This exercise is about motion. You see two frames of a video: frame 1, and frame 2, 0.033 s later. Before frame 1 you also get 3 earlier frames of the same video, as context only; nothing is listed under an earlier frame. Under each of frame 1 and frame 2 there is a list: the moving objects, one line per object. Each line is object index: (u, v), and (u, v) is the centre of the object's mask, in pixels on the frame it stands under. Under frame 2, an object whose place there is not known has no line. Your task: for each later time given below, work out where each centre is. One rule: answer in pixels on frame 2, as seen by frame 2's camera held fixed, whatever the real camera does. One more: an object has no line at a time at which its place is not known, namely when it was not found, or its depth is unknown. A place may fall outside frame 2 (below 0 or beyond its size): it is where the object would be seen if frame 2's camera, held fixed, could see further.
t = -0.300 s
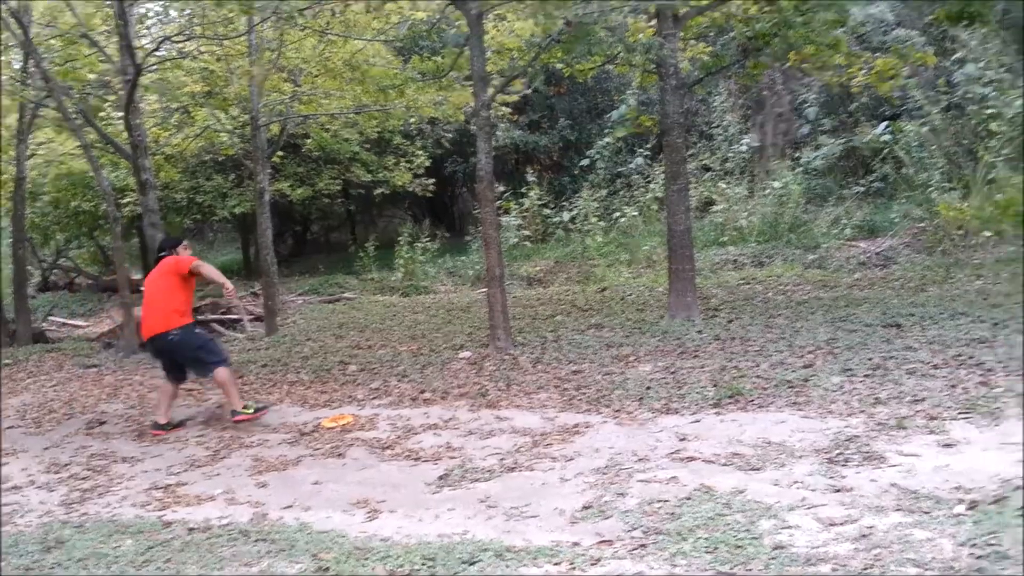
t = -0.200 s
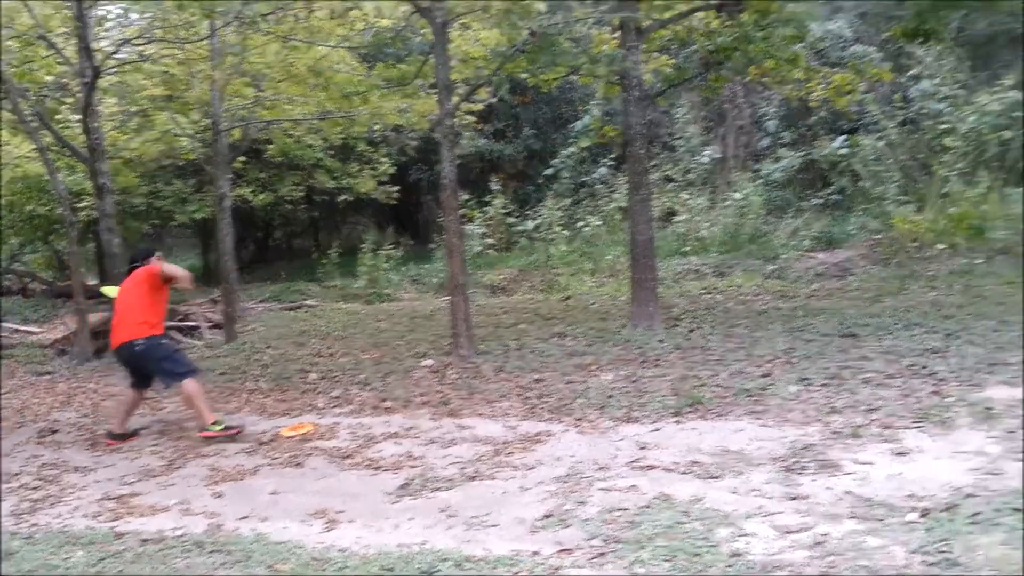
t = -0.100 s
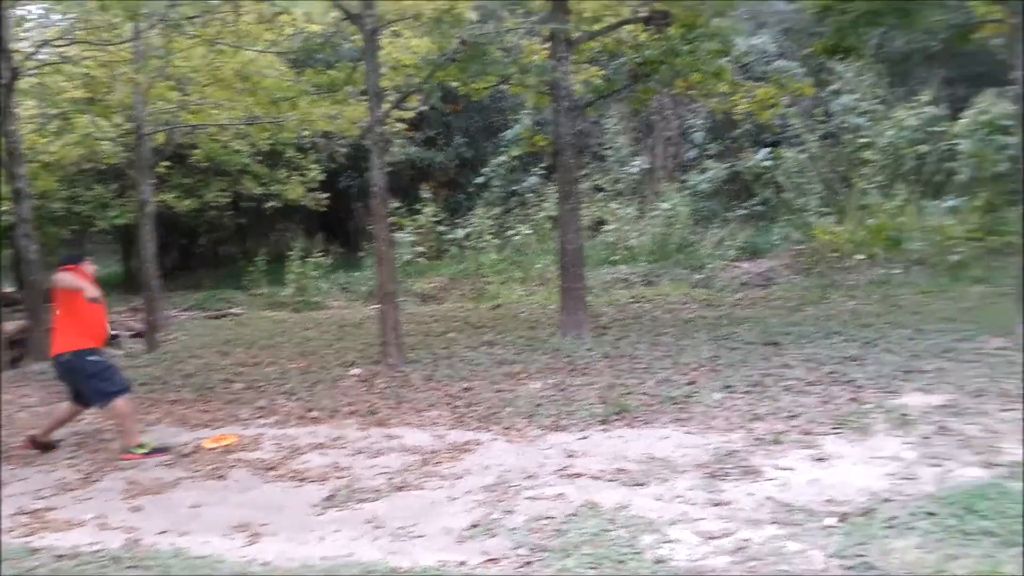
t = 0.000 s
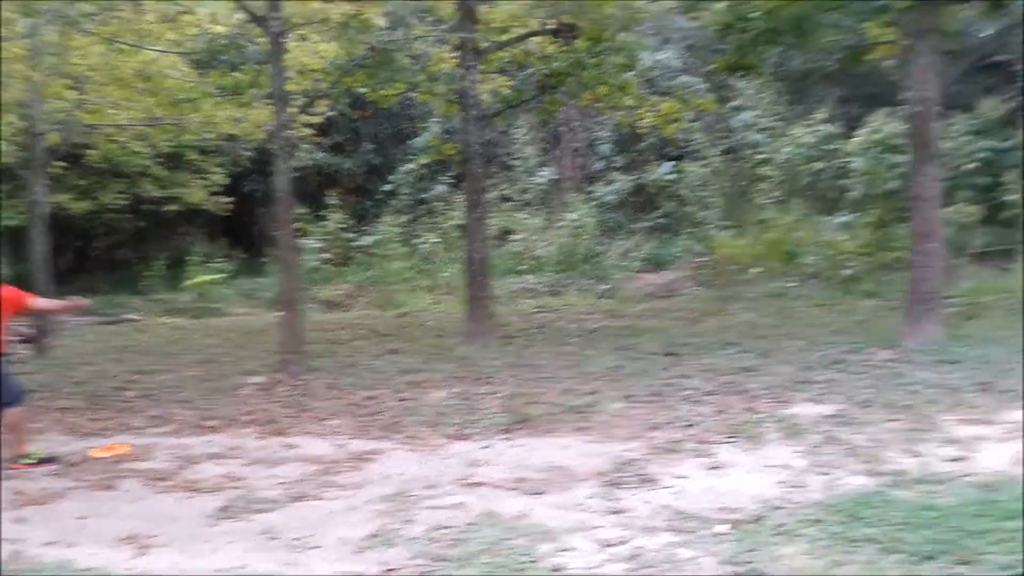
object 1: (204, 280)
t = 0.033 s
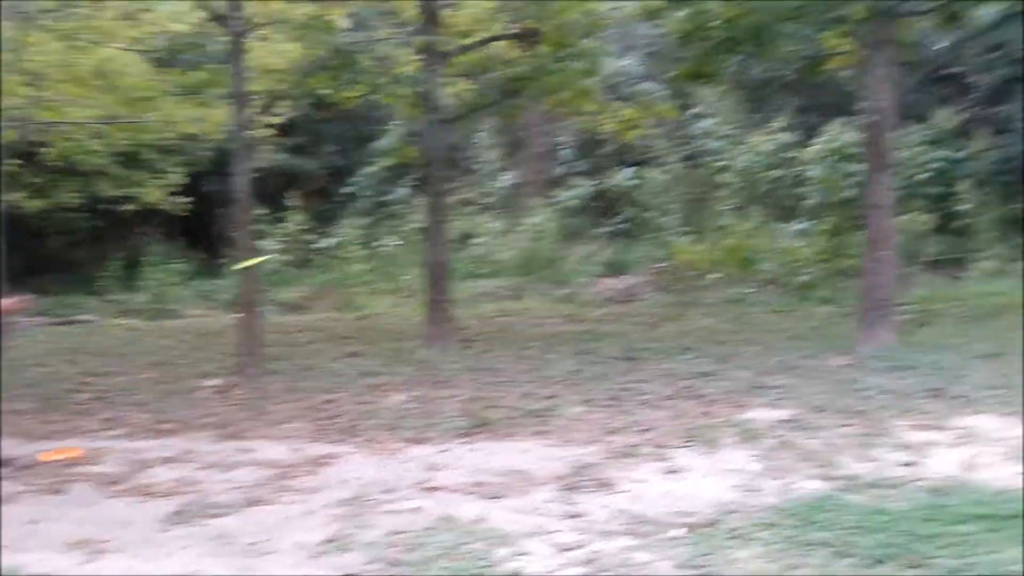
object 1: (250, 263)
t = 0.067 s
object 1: (360, 241)
